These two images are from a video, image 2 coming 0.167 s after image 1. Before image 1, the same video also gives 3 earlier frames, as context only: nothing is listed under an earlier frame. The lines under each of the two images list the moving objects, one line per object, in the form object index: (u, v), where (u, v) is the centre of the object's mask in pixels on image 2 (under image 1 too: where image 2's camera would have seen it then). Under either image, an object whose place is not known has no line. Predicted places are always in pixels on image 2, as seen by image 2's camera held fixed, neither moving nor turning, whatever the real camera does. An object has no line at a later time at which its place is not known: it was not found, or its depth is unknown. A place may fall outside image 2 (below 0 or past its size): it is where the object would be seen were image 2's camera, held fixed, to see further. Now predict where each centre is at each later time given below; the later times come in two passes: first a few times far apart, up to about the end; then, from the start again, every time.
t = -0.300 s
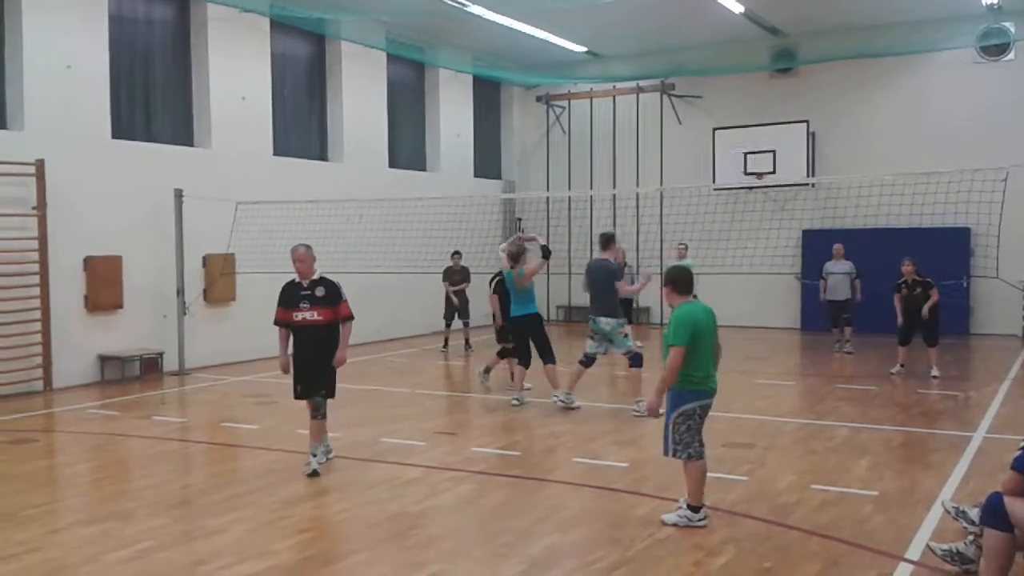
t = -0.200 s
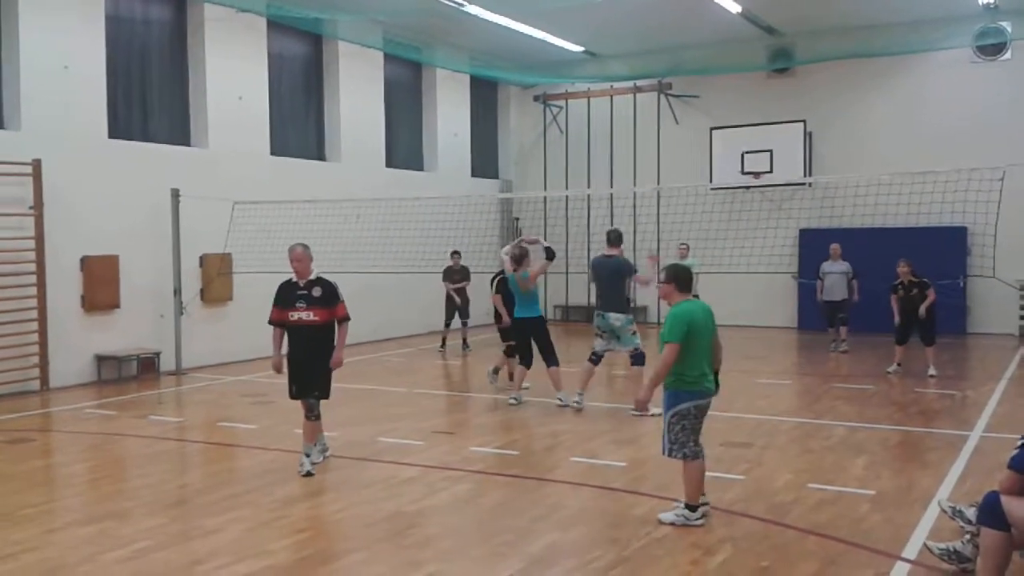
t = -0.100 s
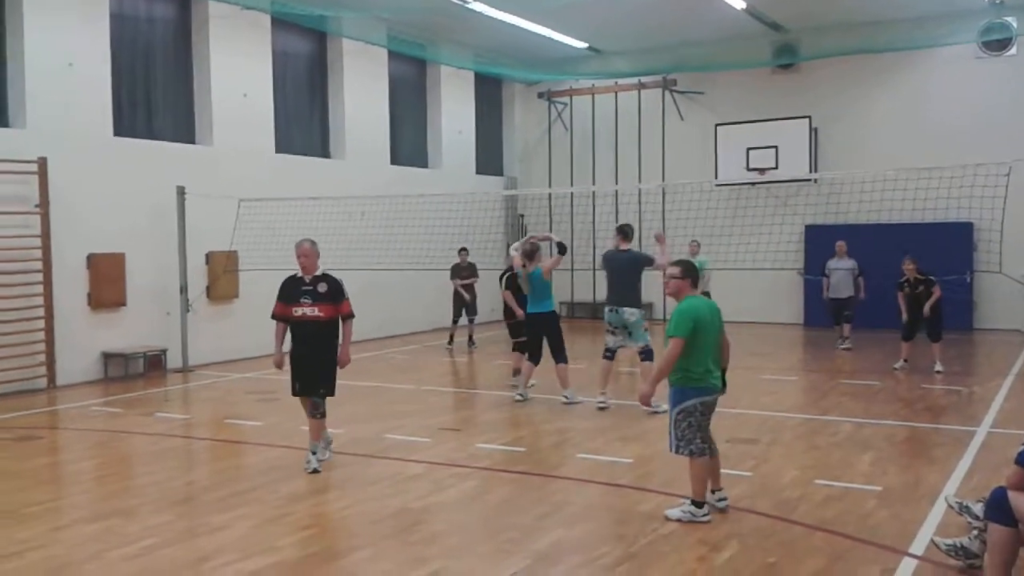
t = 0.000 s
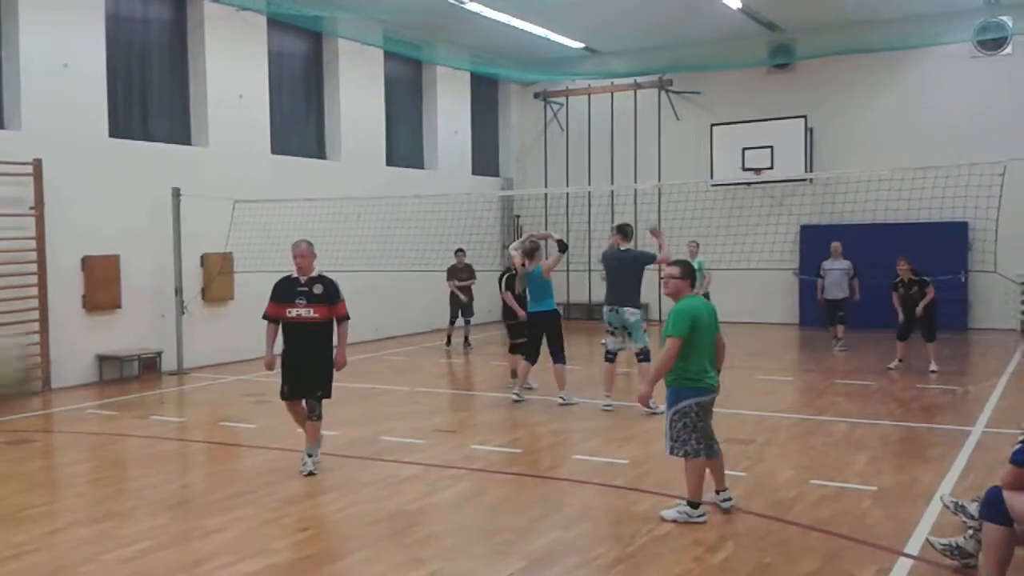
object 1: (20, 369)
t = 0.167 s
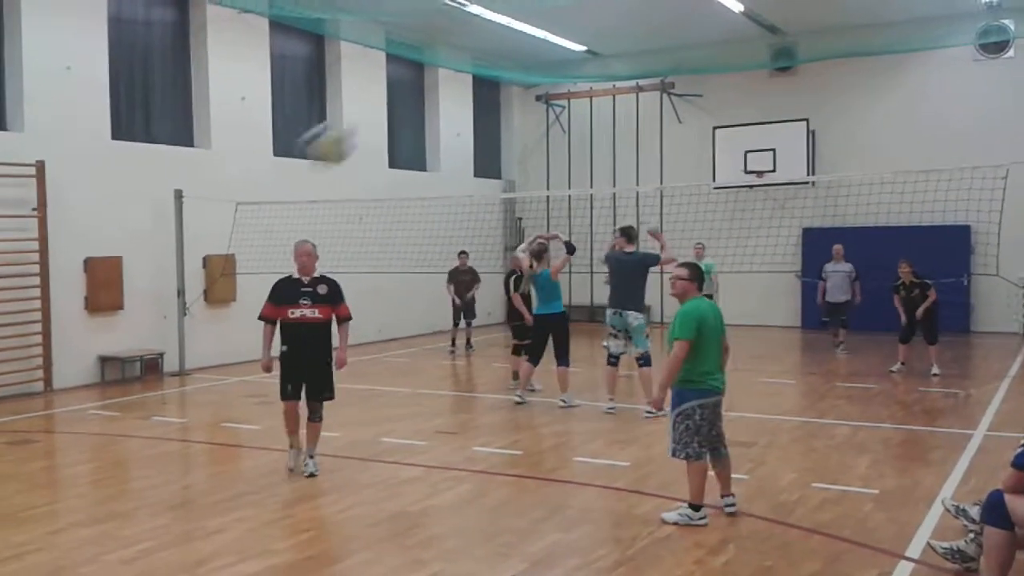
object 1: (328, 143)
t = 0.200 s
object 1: (366, 124)
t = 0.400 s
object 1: (498, 74)
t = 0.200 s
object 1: (366, 124)
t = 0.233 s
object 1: (397, 105)
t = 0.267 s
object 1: (423, 93)
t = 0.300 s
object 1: (447, 86)
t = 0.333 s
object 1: (469, 80)
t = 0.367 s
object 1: (485, 76)
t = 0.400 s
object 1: (498, 74)
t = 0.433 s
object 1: (515, 73)
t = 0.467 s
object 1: (527, 74)
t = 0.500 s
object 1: (539, 75)
